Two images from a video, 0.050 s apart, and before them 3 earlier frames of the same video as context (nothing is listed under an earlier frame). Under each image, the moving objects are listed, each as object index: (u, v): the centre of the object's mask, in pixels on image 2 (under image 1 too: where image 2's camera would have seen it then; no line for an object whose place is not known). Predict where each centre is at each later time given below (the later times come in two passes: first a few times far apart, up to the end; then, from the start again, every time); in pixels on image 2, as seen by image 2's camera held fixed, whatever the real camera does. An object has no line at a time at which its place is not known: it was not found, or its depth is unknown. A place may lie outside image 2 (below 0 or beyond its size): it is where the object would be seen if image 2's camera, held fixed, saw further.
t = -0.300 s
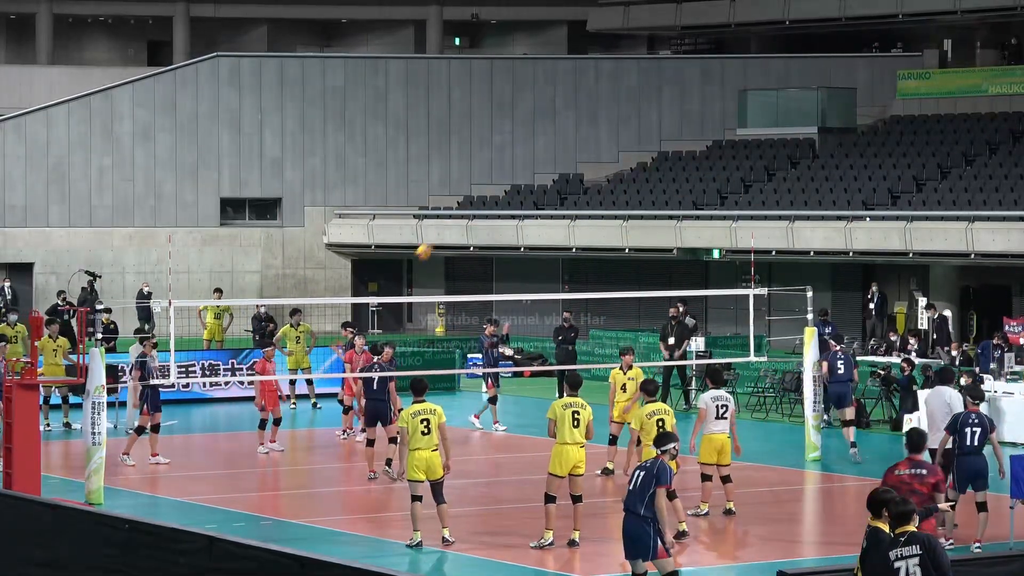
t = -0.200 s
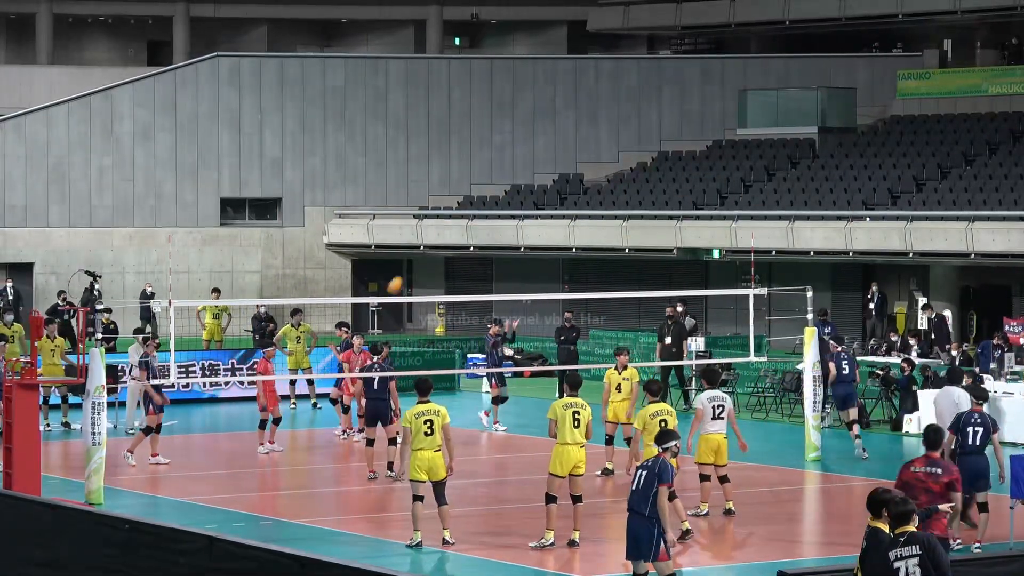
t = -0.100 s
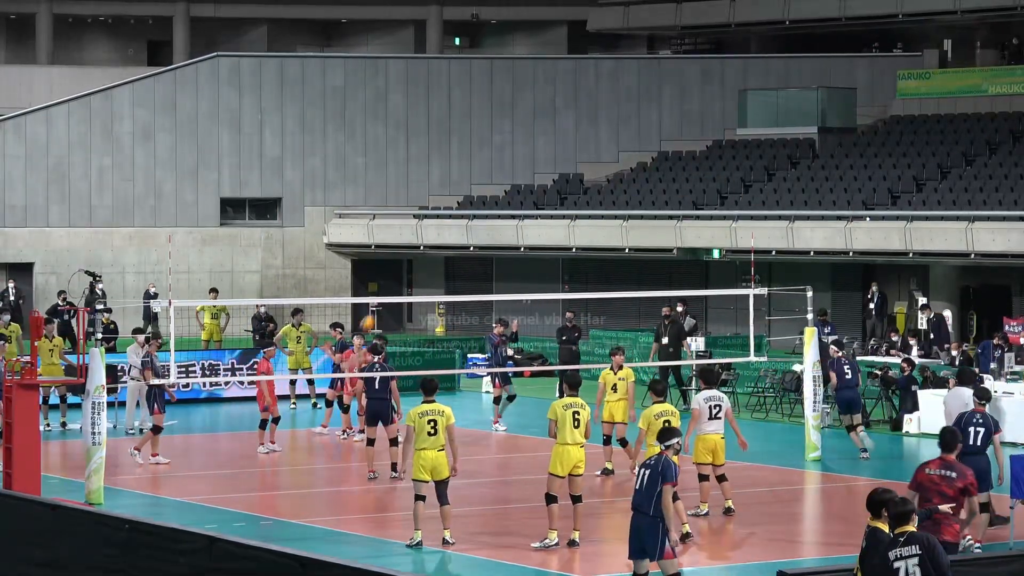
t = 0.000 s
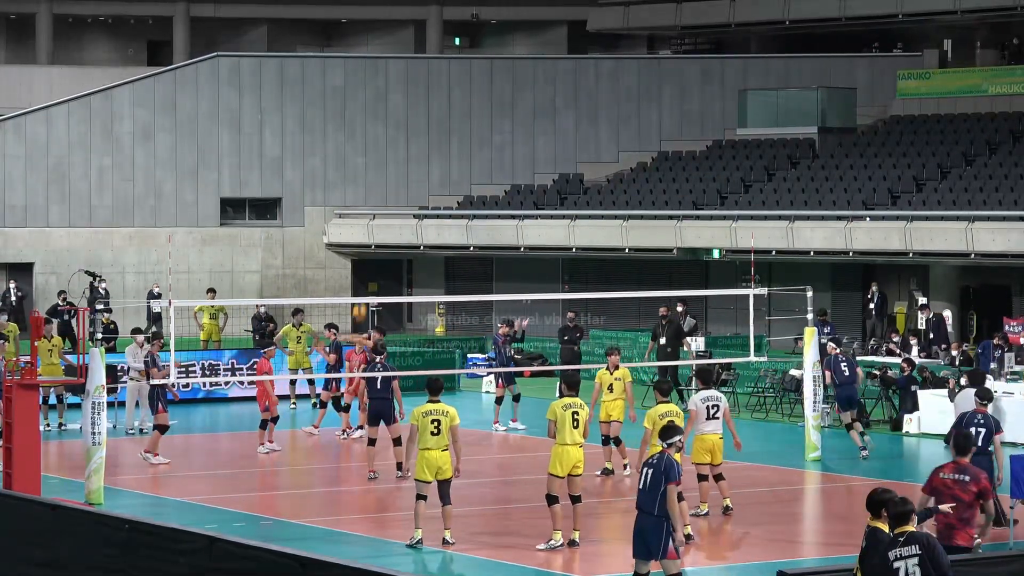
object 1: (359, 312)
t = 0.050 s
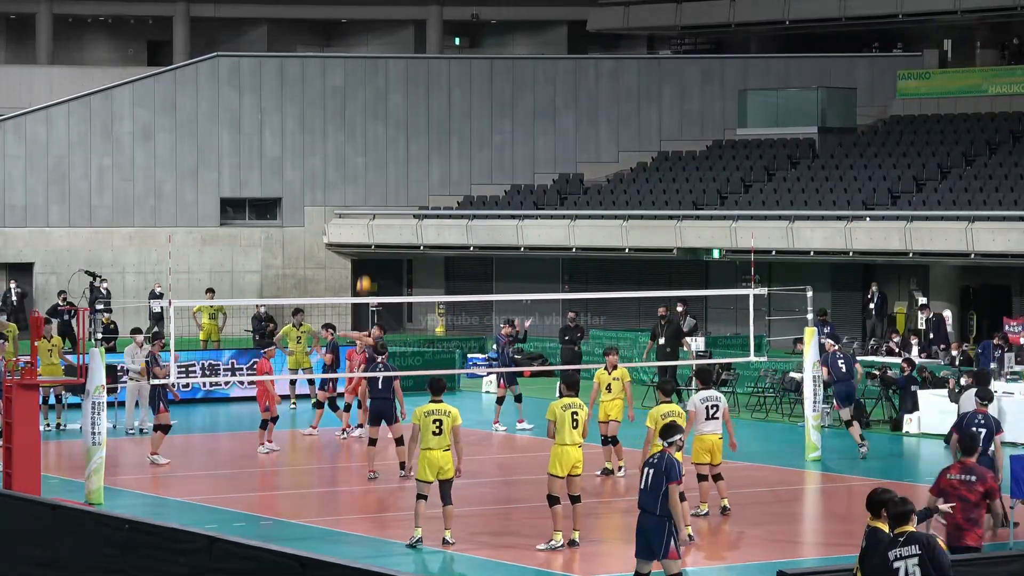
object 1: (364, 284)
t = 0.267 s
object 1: (382, 189)
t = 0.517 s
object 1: (403, 115)
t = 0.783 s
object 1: (425, 85)
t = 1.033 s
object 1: (446, 101)
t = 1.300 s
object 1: (467, 166)
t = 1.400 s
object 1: (475, 203)
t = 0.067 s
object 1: (365, 276)
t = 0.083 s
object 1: (366, 269)
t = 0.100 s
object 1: (368, 261)
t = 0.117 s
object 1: (369, 253)
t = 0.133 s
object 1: (370, 245)
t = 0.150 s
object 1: (372, 237)
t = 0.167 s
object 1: (373, 231)
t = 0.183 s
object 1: (375, 222)
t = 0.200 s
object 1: (376, 214)
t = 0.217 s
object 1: (377, 208)
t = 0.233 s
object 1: (378, 201)
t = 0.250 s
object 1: (380, 195)
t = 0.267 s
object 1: (382, 189)
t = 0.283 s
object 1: (383, 182)
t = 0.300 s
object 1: (385, 175)
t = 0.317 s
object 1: (386, 170)
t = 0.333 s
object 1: (388, 165)
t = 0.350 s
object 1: (389, 160)
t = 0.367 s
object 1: (391, 154)
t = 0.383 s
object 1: (392, 149)
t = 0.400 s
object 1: (393, 145)
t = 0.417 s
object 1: (395, 140)
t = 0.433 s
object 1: (397, 135)
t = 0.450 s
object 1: (398, 131)
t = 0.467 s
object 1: (400, 127)
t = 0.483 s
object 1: (400, 123)
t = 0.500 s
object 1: (402, 119)
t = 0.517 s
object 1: (403, 115)
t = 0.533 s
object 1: (405, 112)
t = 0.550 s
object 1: (406, 109)
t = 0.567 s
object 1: (408, 106)
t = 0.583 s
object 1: (409, 103)
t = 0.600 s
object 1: (410, 101)
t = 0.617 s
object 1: (412, 98)
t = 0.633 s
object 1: (413, 96)
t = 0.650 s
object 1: (414, 94)
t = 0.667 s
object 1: (416, 92)
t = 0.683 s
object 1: (417, 91)
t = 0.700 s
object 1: (418, 89)
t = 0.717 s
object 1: (419, 88)
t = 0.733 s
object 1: (421, 87)
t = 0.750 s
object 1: (422, 86)
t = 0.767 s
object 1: (424, 85)
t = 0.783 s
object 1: (425, 85)
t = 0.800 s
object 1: (427, 84)
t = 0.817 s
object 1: (428, 84)
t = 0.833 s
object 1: (430, 85)
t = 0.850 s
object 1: (431, 85)
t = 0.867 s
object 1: (432, 85)
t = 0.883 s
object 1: (434, 86)
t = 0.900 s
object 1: (435, 87)
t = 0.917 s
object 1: (436, 88)
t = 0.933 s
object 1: (438, 89)
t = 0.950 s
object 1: (439, 90)
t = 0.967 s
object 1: (440, 92)
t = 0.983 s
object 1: (442, 94)
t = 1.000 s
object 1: (443, 96)
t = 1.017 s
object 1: (444, 98)
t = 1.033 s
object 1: (446, 101)
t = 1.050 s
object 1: (447, 103)
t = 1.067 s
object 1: (449, 106)
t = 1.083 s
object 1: (450, 109)
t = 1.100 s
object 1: (451, 112)
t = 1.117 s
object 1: (452, 115)
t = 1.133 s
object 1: (453, 119)
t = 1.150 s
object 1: (455, 123)
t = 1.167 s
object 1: (456, 127)
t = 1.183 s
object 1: (458, 131)
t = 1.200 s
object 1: (459, 135)
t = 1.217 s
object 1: (460, 140)
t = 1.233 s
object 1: (461, 145)
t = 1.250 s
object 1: (462, 149)
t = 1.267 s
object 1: (464, 155)
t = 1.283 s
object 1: (466, 160)
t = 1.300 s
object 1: (467, 166)
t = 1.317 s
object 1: (468, 172)
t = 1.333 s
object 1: (469, 178)
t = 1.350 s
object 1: (470, 184)
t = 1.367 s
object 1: (472, 190)
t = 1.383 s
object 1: (474, 197)
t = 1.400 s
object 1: (475, 203)
